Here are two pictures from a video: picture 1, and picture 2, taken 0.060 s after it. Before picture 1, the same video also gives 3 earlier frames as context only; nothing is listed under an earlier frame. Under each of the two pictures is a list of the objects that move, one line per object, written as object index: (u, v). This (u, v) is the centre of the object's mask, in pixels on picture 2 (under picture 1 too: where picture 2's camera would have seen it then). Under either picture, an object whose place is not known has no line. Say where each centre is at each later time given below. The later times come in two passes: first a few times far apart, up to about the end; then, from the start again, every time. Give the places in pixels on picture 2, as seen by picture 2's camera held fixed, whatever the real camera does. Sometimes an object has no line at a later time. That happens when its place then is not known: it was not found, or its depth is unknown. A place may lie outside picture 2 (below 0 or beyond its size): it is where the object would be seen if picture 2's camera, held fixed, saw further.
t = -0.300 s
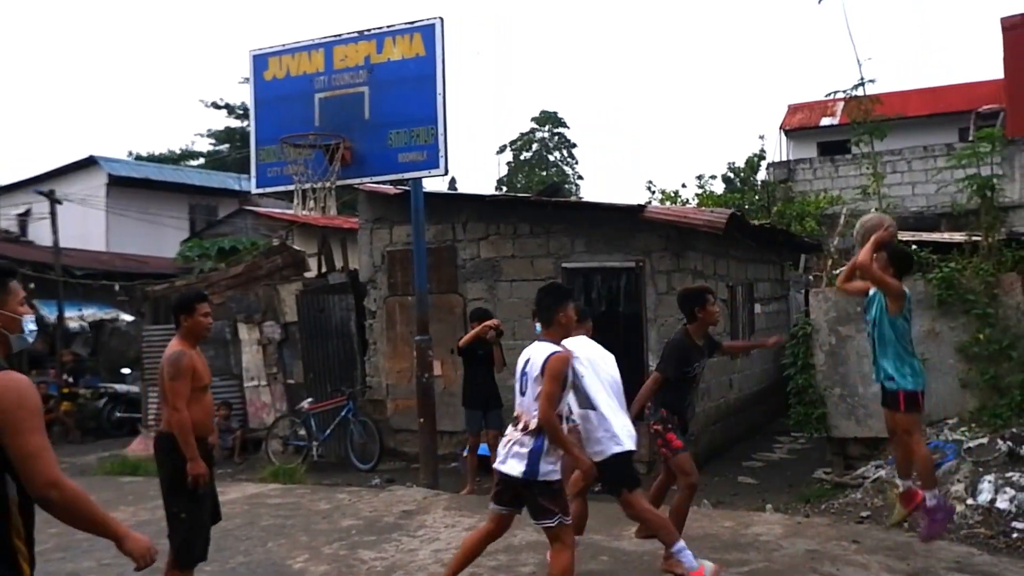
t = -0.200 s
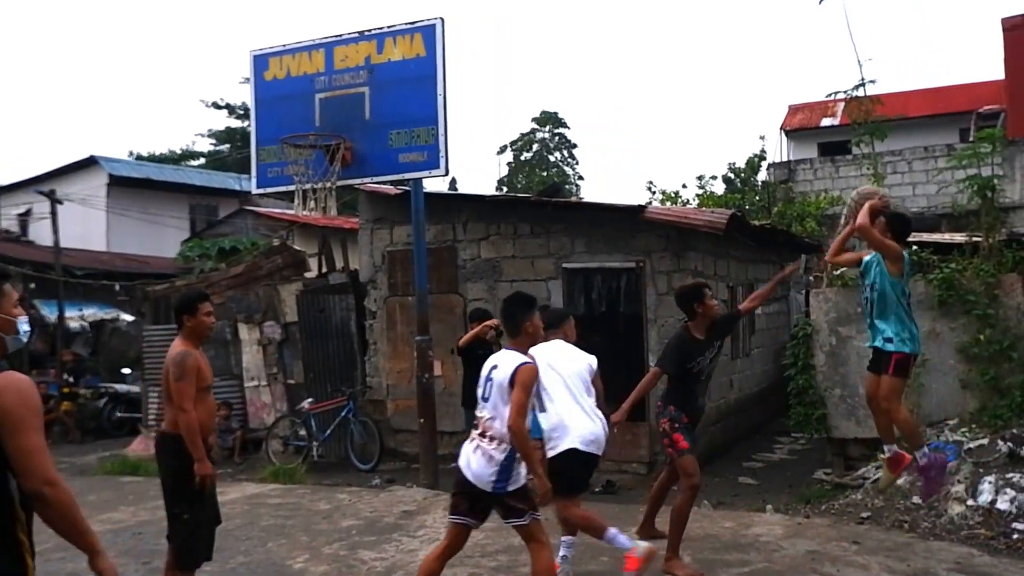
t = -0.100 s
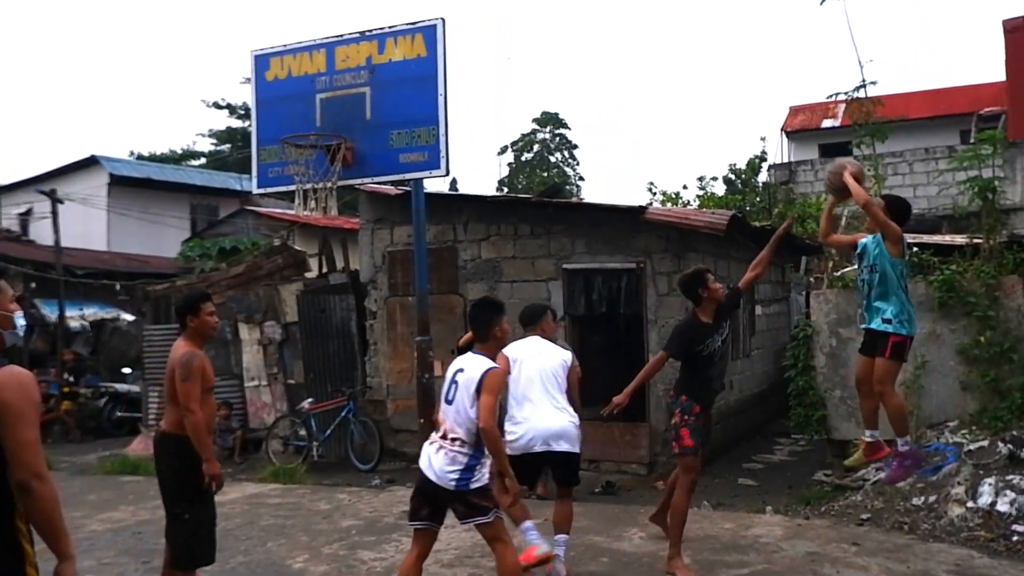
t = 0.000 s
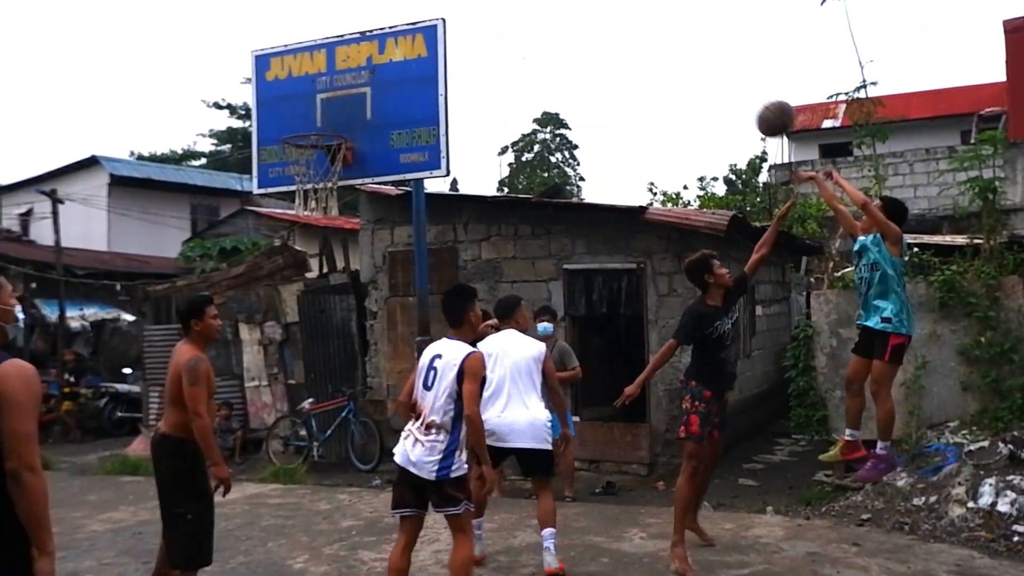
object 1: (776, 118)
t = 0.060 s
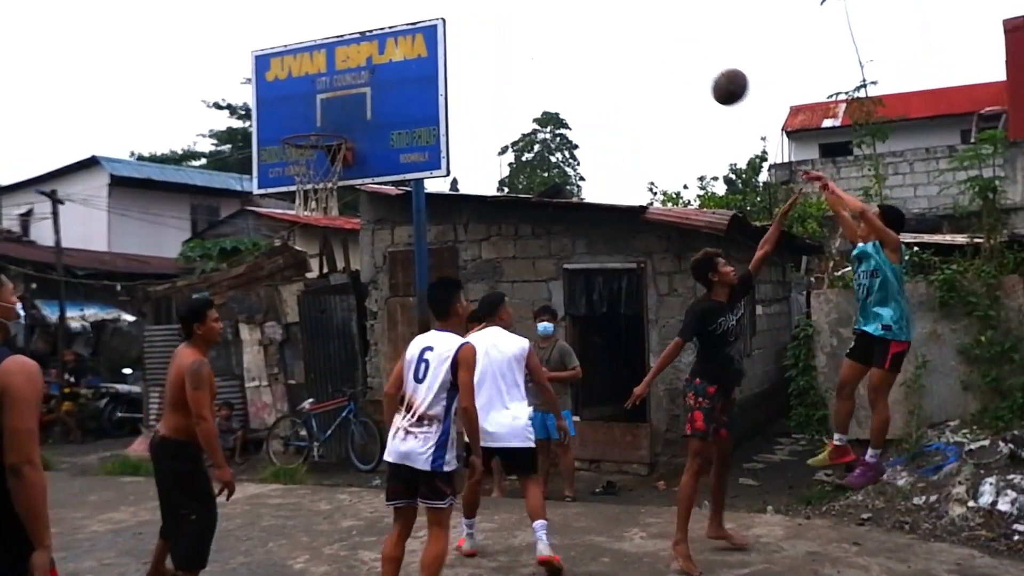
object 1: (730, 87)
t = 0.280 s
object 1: (578, 25)
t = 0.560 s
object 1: (414, 48)
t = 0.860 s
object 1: (321, 129)
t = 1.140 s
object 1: (340, 94)
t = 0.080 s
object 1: (715, 78)
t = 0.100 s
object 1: (700, 70)
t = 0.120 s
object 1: (686, 62)
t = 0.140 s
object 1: (672, 55)
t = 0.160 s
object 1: (658, 49)
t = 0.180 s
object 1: (644, 43)
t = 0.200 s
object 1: (630, 39)
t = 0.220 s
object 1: (617, 34)
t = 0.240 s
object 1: (604, 31)
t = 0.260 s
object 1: (591, 27)
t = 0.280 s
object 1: (578, 25)
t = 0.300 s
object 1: (565, 23)
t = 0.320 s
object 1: (552, 22)
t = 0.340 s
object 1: (540, 21)
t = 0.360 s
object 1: (528, 21)
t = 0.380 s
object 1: (516, 21)
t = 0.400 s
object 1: (504, 22)
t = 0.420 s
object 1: (492, 24)
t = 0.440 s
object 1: (481, 26)
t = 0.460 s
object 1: (469, 28)
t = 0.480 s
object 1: (458, 31)
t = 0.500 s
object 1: (447, 35)
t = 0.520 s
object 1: (435, 39)
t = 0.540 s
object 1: (425, 43)
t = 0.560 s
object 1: (414, 48)
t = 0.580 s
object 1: (403, 55)
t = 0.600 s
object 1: (392, 61)
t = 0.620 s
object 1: (381, 67)
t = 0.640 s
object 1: (371, 74)
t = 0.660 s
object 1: (361, 81)
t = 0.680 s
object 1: (351, 88)
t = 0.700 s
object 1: (341, 96)
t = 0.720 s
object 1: (331, 105)
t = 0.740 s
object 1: (321, 114)
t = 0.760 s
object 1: (311, 121)
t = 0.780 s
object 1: (302, 134)
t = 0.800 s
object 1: (302, 136)
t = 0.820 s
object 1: (306, 135)
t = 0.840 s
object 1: (314, 131)
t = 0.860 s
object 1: (321, 129)
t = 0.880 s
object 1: (327, 127)
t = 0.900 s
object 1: (329, 124)
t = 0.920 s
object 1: (329, 120)
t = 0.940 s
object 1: (330, 116)
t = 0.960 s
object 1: (331, 111)
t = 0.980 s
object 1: (333, 107)
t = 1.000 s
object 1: (333, 103)
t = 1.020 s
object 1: (334, 100)
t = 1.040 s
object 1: (335, 98)
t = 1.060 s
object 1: (336, 96)
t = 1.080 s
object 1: (337, 95)
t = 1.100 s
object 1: (338, 94)
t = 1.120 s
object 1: (340, 94)
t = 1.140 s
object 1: (340, 94)
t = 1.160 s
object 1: (341, 95)
